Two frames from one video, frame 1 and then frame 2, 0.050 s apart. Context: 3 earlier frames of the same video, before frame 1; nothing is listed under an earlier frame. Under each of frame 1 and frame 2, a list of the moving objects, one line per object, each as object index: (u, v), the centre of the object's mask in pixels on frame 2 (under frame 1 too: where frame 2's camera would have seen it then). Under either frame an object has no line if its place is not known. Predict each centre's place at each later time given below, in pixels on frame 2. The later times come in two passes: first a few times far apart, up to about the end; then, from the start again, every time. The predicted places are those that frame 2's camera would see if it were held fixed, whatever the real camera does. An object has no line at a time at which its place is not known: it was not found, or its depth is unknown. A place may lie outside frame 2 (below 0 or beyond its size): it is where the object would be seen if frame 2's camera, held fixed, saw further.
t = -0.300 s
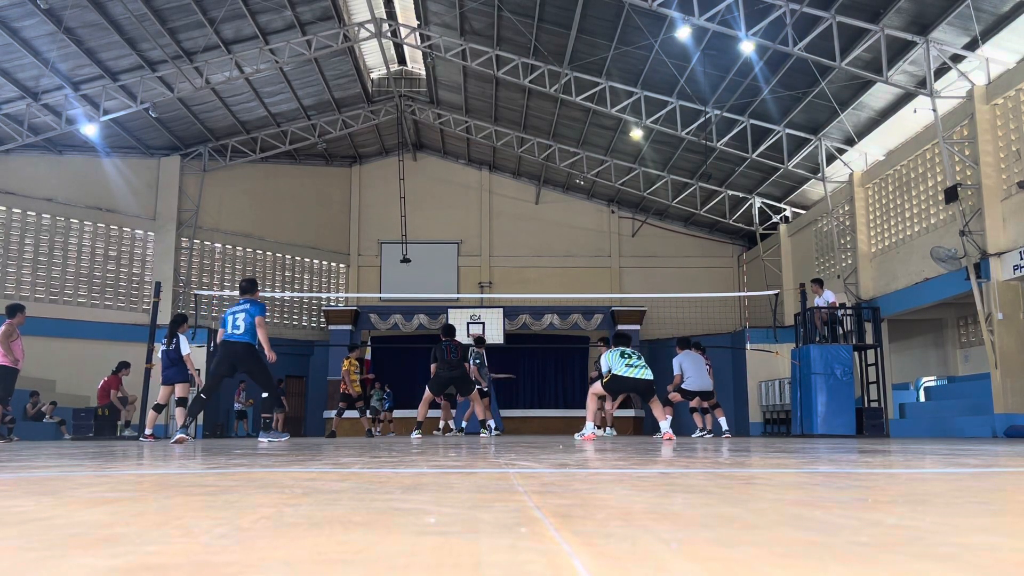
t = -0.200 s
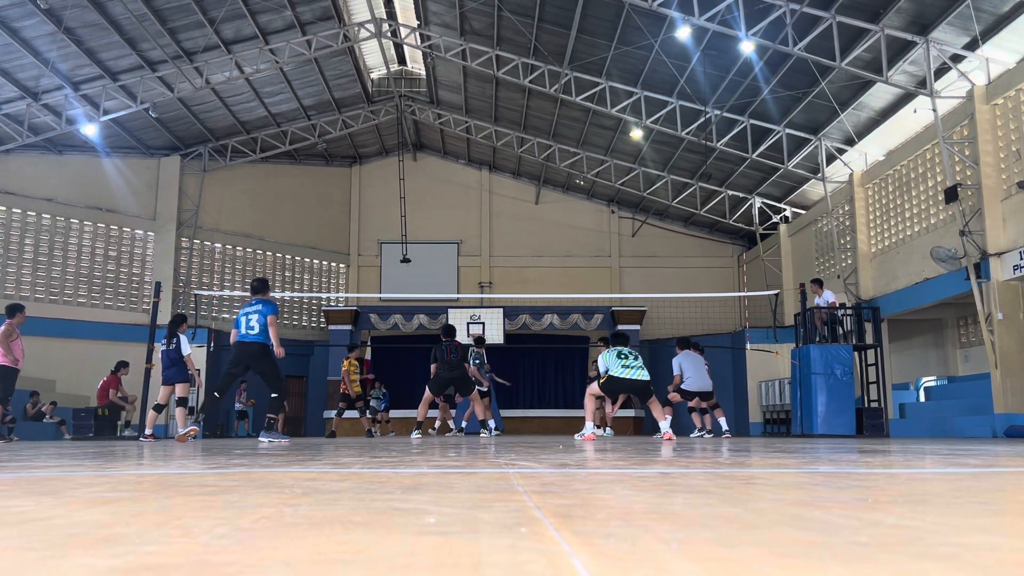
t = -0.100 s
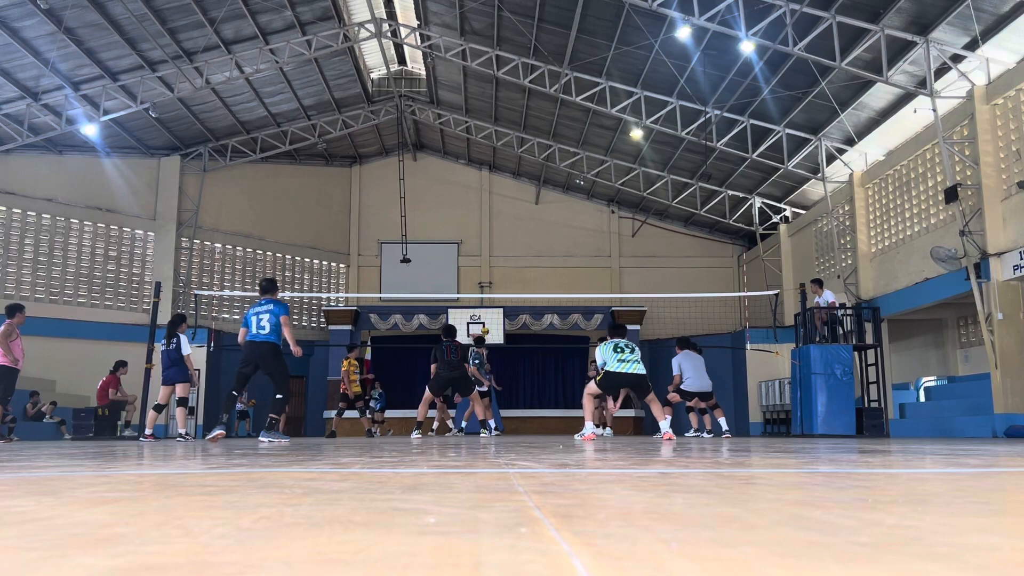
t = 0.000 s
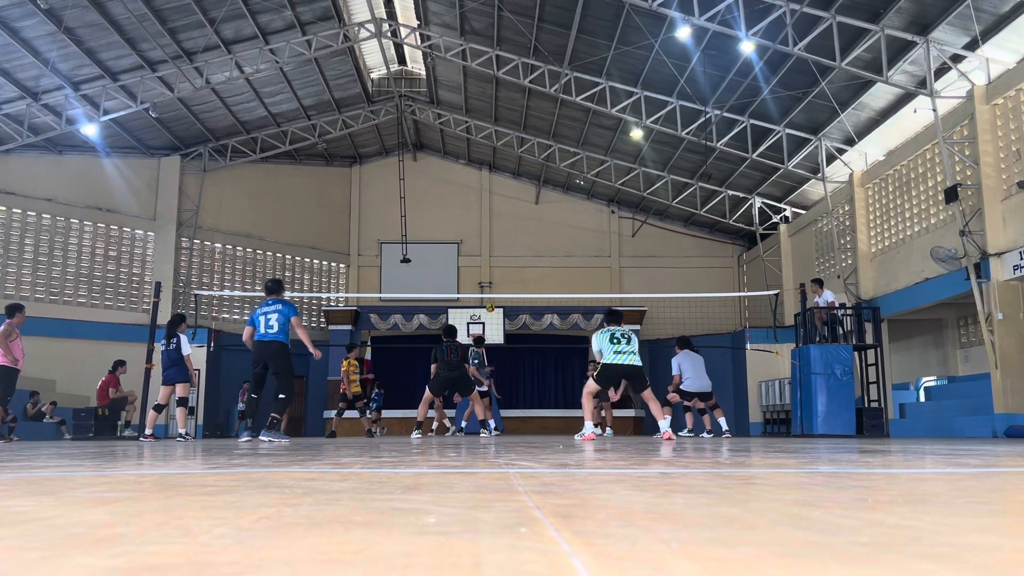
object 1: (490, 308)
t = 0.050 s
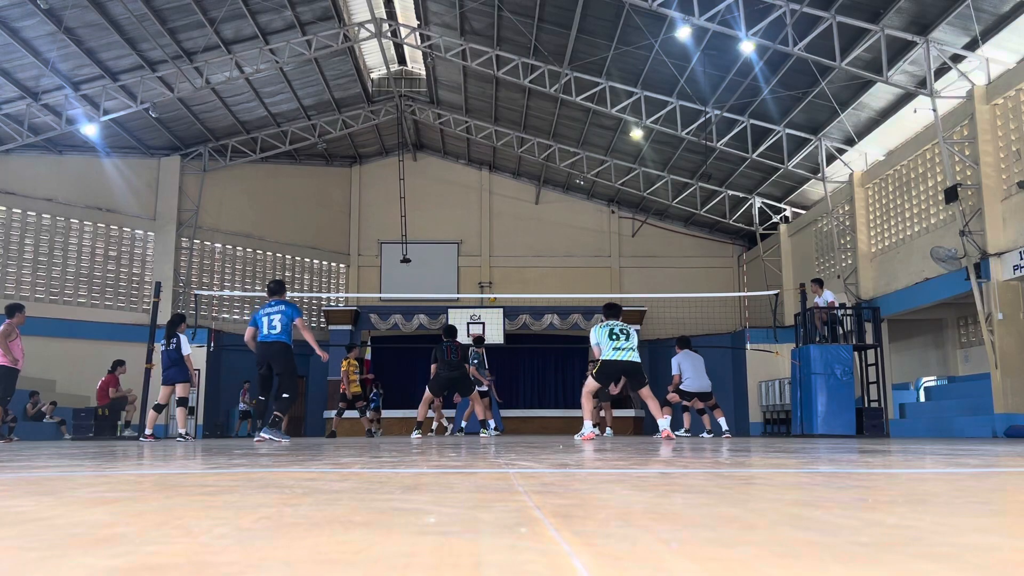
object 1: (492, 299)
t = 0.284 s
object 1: (503, 256)
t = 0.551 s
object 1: (523, 227)
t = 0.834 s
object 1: (552, 232)
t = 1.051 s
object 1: (580, 276)
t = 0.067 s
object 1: (493, 292)
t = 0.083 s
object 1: (494, 290)
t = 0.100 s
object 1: (494, 287)
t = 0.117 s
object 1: (495, 284)
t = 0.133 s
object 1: (496, 281)
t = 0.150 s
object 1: (496, 278)
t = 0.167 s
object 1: (497, 275)
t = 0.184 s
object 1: (498, 272)
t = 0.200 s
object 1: (498, 269)
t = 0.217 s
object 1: (499, 266)
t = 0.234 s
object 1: (500, 264)
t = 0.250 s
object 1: (501, 261)
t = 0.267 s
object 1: (502, 258)
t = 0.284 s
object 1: (503, 256)
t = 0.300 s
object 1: (503, 253)
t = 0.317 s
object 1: (505, 251)
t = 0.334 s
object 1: (506, 248)
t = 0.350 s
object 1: (507, 246)
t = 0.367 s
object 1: (508, 244)
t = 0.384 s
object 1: (509, 242)
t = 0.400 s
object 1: (511, 240)
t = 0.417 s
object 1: (512, 238)
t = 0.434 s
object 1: (513, 236)
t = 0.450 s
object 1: (514, 234)
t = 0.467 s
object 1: (516, 233)
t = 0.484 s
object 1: (517, 231)
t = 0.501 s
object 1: (518, 230)
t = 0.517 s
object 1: (520, 229)
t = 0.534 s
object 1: (522, 228)
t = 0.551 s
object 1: (523, 227)
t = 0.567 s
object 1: (524, 226)
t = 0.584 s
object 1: (526, 226)
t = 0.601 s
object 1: (528, 225)
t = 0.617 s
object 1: (529, 225)
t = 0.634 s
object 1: (531, 224)
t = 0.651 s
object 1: (533, 224)
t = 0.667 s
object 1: (534, 224)
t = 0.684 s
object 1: (536, 224)
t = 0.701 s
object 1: (538, 224)
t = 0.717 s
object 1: (539, 225)
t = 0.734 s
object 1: (541, 225)
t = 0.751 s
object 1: (543, 226)
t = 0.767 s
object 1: (545, 227)
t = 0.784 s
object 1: (547, 228)
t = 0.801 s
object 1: (548, 229)
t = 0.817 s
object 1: (551, 230)
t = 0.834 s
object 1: (552, 232)
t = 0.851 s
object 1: (554, 234)
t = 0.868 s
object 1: (556, 236)
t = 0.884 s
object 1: (558, 238)
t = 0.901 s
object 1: (560, 241)
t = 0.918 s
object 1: (562, 244)
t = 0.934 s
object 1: (564, 247)
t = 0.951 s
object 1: (566, 250)
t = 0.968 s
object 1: (569, 254)
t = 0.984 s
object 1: (571, 257)
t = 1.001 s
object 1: (573, 262)
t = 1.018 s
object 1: (576, 266)
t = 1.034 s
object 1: (578, 271)
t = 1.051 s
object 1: (580, 276)
